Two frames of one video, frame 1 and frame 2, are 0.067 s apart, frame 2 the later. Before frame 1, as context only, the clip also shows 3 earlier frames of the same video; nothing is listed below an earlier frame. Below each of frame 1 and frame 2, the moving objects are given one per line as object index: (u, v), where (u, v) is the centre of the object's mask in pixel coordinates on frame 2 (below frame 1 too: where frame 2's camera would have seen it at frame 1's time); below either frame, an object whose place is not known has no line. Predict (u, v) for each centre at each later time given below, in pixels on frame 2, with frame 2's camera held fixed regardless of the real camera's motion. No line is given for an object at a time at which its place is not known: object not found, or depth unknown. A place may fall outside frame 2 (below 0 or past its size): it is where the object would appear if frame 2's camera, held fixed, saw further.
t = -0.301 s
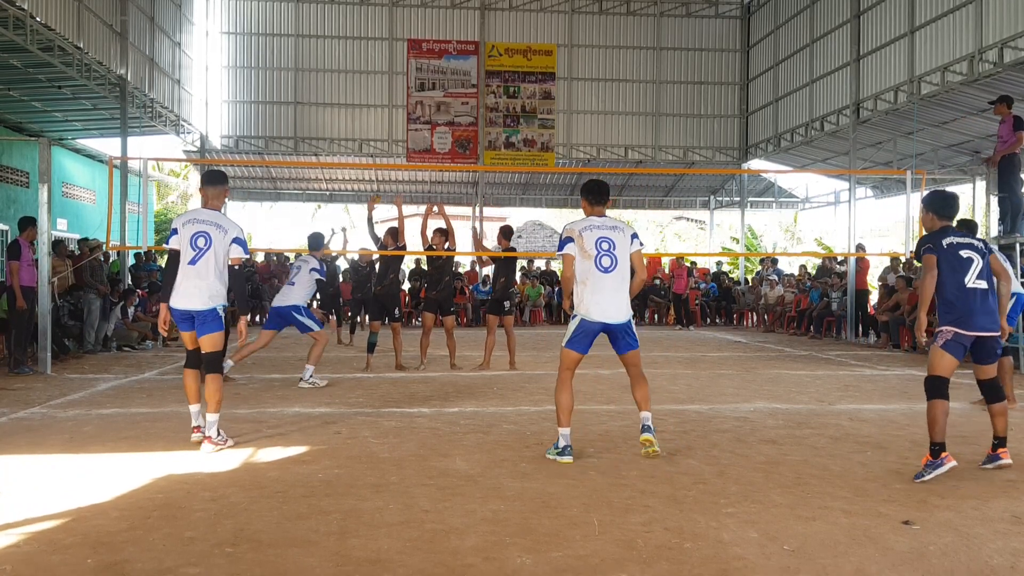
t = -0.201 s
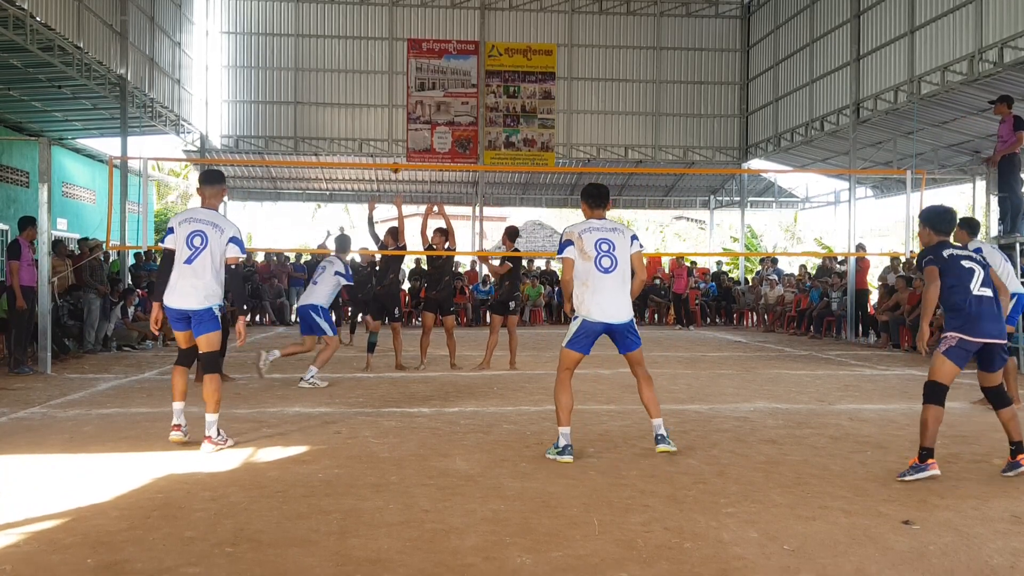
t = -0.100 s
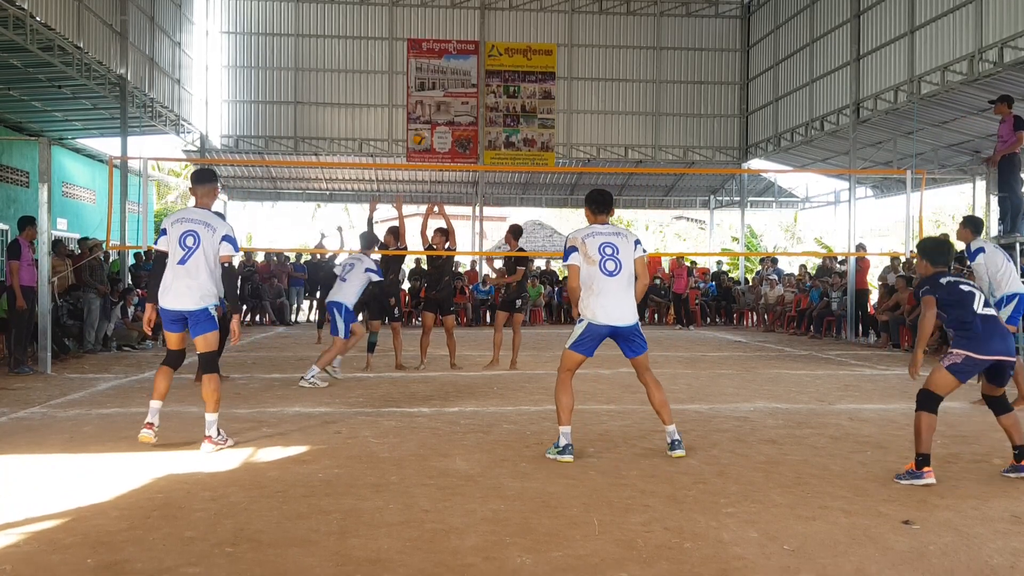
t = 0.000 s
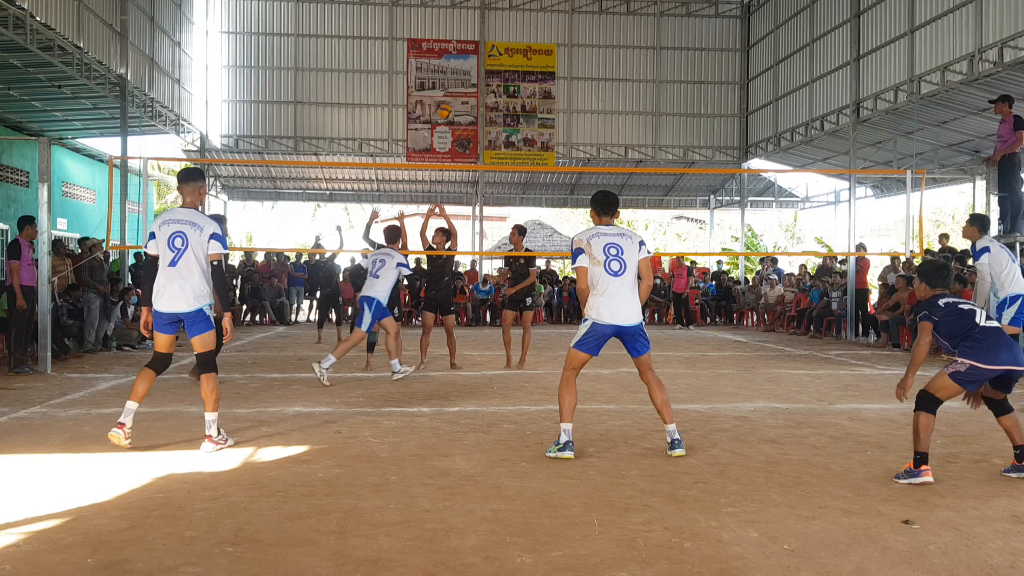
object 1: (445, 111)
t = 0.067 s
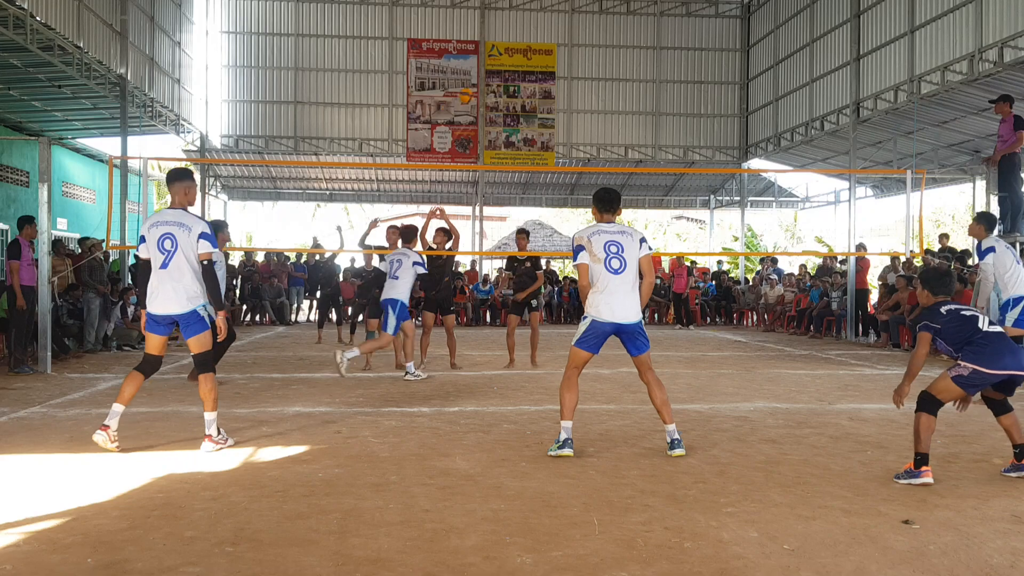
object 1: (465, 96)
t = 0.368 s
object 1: (604, 51)
